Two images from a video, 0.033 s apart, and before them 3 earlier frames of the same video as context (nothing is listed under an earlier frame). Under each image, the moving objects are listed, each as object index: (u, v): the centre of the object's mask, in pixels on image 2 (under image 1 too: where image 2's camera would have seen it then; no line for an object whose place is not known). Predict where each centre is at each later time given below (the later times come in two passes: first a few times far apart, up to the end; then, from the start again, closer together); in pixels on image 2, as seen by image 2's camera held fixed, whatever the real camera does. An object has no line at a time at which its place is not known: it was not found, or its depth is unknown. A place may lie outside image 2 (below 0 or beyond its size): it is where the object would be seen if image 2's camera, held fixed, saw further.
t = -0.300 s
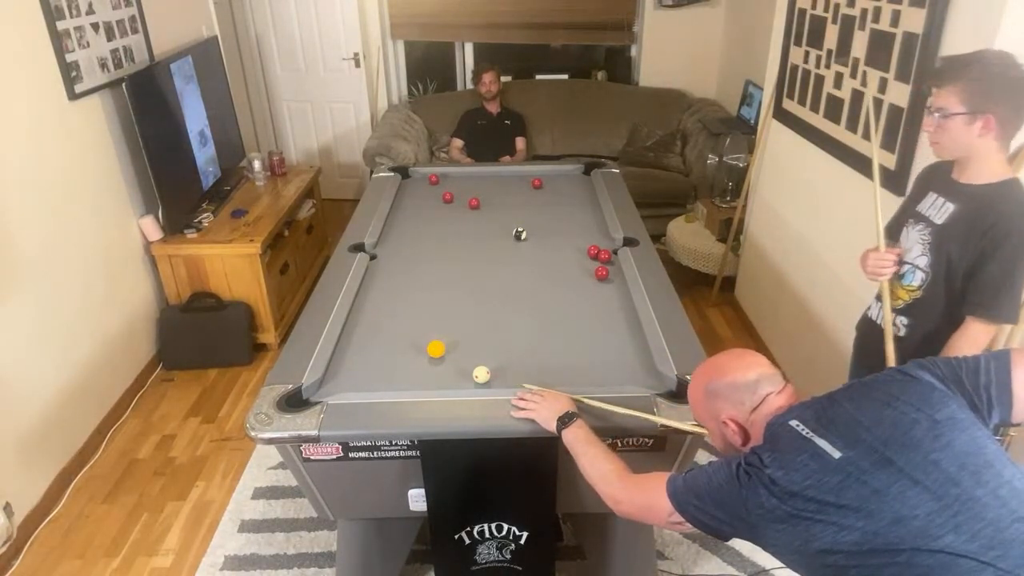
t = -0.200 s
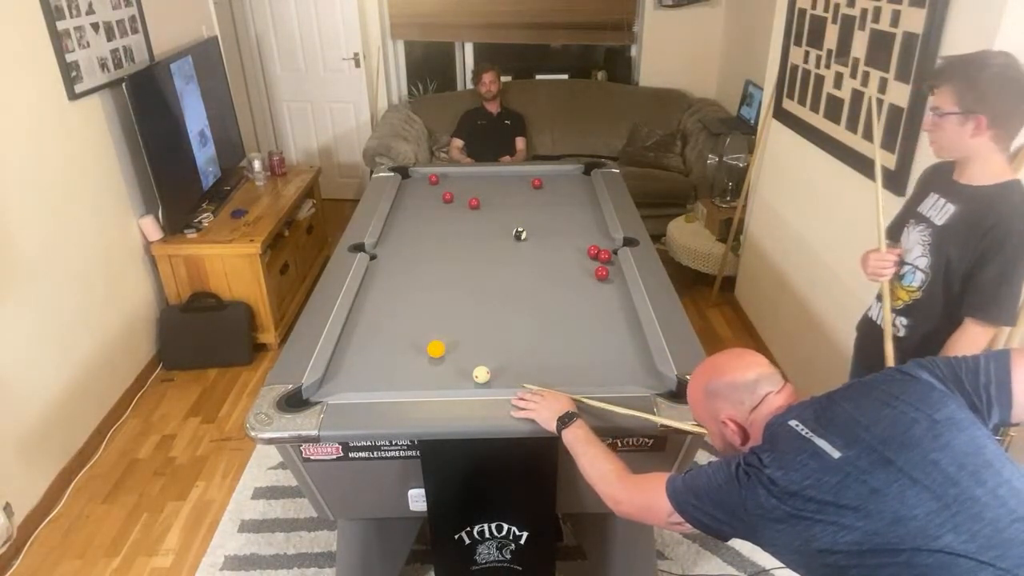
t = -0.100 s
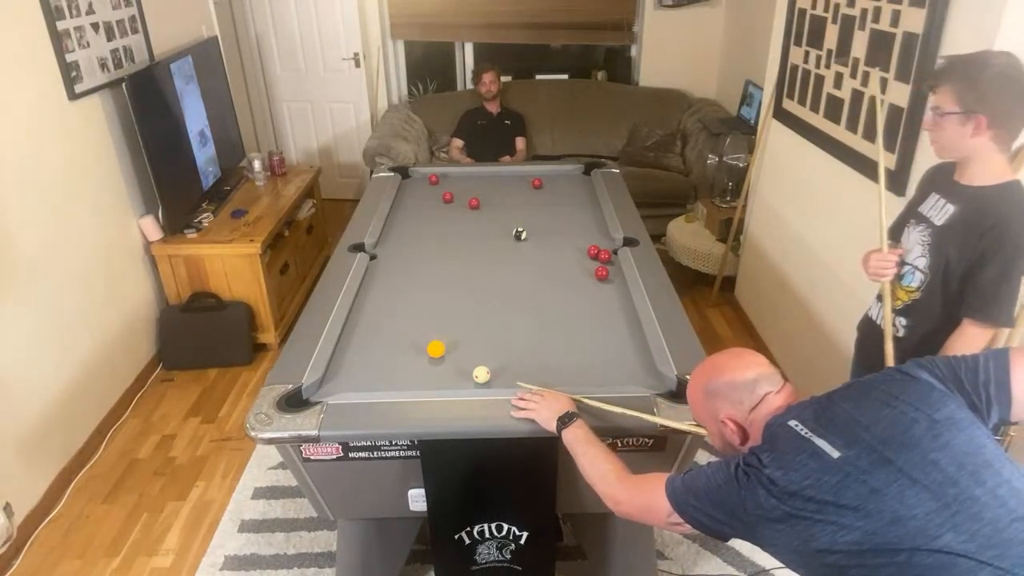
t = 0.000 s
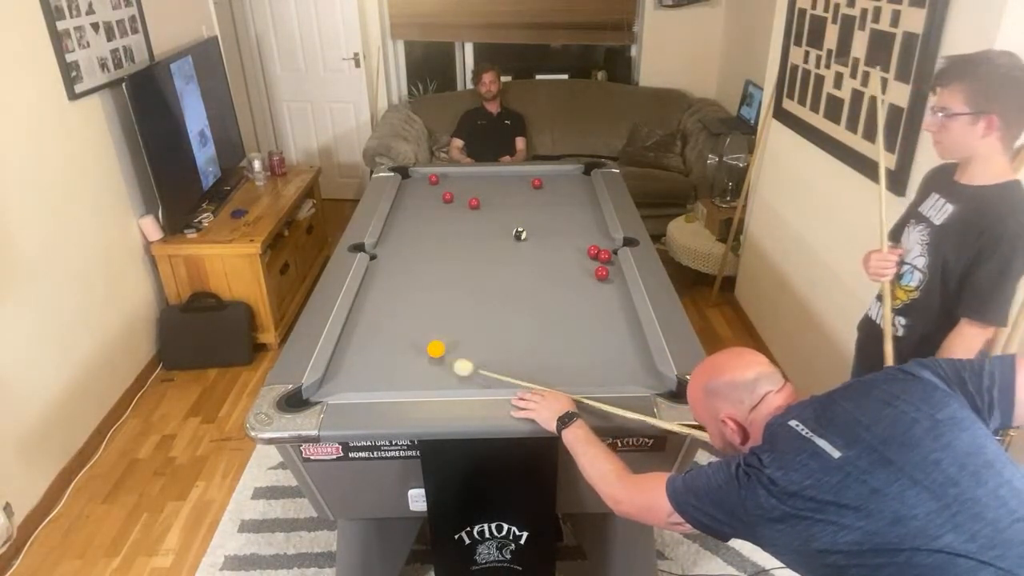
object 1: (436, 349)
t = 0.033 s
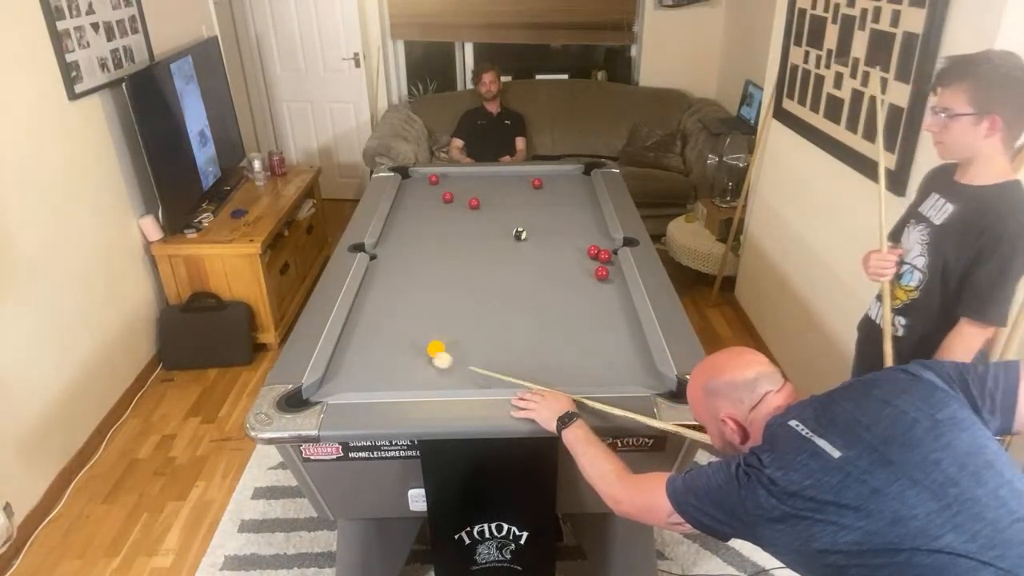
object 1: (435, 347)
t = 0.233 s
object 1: (428, 314)
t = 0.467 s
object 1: (420, 285)
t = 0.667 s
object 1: (415, 263)
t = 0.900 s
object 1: (409, 242)
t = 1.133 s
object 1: (404, 224)
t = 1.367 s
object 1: (400, 208)
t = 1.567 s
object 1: (401, 196)
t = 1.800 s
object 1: (410, 185)
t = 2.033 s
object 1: (417, 174)
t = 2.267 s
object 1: (408, 179)
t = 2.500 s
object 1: (407, 183)
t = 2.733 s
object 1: (409, 185)
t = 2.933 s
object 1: (411, 188)
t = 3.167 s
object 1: (414, 194)
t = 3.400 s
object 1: (416, 197)
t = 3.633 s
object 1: (418, 201)
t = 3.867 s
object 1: (420, 204)
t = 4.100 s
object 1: (421, 206)
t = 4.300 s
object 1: (423, 208)
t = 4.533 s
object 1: (424, 211)
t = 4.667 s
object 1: (422, 211)
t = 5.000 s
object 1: (426, 214)
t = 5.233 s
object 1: (425, 215)
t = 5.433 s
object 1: (425, 215)
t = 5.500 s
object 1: (425, 216)
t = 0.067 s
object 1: (434, 342)
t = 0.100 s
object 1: (433, 336)
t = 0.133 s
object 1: (431, 329)
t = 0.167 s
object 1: (430, 323)
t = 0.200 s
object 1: (428, 318)
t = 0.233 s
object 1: (428, 314)
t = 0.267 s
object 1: (426, 309)
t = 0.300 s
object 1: (425, 305)
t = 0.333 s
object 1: (424, 301)
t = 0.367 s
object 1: (423, 296)
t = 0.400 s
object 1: (422, 292)
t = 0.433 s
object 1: (421, 289)
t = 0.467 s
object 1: (420, 285)
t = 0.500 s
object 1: (419, 281)
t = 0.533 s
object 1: (418, 277)
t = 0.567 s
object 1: (417, 274)
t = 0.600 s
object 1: (416, 270)
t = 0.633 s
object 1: (415, 267)
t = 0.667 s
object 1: (415, 263)
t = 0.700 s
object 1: (414, 260)
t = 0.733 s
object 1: (413, 257)
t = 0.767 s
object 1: (412, 254)
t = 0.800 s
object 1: (411, 251)
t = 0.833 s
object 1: (411, 248)
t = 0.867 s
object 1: (410, 245)
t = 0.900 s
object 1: (409, 242)
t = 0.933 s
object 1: (408, 240)
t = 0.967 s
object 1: (407, 237)
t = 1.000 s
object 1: (407, 234)
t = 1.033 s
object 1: (406, 232)
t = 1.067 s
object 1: (405, 229)
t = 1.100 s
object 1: (404, 226)
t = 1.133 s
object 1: (404, 224)
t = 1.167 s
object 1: (403, 222)
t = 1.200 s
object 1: (403, 219)
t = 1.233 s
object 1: (402, 217)
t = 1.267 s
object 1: (402, 215)
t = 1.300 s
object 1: (401, 212)
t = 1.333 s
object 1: (401, 210)
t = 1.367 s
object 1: (400, 208)
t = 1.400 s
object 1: (399, 206)
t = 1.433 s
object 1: (399, 204)
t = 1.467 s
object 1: (399, 202)
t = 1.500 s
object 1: (399, 200)
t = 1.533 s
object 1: (400, 198)
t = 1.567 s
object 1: (401, 196)
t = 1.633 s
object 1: (404, 193)
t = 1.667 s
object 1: (405, 191)
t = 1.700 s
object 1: (406, 190)
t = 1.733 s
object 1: (407, 188)
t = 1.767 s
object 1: (409, 186)
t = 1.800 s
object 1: (410, 185)
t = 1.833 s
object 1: (411, 183)
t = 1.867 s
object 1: (412, 181)
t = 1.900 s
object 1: (413, 180)
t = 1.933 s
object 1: (414, 178)
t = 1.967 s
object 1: (415, 177)
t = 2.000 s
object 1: (416, 176)
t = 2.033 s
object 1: (417, 174)
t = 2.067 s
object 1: (416, 175)
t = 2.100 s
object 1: (414, 175)
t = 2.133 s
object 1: (413, 176)
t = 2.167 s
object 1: (412, 177)
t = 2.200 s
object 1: (410, 178)
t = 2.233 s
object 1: (409, 178)
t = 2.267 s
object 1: (408, 179)
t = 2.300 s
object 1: (407, 180)
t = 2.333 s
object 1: (406, 181)
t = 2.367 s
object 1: (406, 181)
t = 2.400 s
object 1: (406, 182)
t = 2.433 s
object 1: (407, 182)
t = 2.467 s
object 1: (407, 183)
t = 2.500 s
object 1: (407, 183)
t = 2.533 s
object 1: (407, 184)
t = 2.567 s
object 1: (408, 184)
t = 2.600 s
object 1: (408, 185)
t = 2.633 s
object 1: (408, 185)
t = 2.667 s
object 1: (408, 184)
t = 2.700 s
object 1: (408, 185)
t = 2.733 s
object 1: (409, 185)
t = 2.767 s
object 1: (409, 186)
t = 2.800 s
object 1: (409, 186)
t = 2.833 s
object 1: (409, 186)
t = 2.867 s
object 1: (410, 186)
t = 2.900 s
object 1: (410, 187)
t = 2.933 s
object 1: (411, 188)
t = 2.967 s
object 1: (411, 189)
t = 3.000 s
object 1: (412, 190)
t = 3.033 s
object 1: (412, 190)
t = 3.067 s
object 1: (412, 191)
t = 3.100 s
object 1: (413, 192)
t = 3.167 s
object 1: (414, 194)
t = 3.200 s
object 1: (414, 194)
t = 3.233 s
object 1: (415, 195)
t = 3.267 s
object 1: (415, 196)
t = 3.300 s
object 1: (415, 196)
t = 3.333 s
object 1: (416, 197)
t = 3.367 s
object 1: (416, 197)
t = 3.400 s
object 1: (416, 197)
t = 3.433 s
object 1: (416, 198)
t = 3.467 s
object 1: (417, 198)
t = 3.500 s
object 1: (417, 199)
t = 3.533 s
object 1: (417, 199)
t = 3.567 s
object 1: (418, 200)
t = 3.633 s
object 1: (418, 201)
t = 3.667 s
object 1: (418, 201)
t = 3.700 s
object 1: (419, 202)
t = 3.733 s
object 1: (419, 202)
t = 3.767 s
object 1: (419, 202)
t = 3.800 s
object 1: (419, 203)
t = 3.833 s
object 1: (420, 203)
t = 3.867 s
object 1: (420, 204)
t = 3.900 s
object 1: (420, 204)
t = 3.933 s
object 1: (420, 204)
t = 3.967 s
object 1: (421, 205)
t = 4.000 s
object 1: (421, 205)
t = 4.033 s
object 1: (421, 206)
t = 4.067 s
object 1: (421, 206)
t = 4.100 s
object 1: (421, 206)
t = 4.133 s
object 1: (422, 207)
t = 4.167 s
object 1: (422, 207)
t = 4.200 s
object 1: (422, 208)
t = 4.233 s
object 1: (422, 208)
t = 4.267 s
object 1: (423, 208)
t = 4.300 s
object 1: (423, 208)
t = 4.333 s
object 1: (423, 209)
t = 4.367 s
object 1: (423, 209)
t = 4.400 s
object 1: (423, 209)
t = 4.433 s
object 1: (424, 210)
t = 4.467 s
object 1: (424, 210)
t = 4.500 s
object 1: (424, 210)
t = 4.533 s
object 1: (424, 211)
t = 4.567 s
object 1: (424, 211)
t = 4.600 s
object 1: (424, 211)
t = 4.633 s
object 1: (424, 211)
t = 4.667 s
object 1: (422, 211)
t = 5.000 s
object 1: (426, 214)
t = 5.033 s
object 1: (425, 214)
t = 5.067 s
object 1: (425, 214)
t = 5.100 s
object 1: (425, 214)
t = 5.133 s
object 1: (425, 214)
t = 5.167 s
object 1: (425, 214)
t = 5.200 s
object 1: (425, 215)
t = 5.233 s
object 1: (425, 215)
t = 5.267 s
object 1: (425, 215)
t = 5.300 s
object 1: (425, 215)
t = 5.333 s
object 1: (426, 215)
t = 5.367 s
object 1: (425, 215)
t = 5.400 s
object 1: (425, 215)
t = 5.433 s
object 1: (425, 215)
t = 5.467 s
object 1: (425, 215)
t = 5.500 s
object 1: (425, 216)
